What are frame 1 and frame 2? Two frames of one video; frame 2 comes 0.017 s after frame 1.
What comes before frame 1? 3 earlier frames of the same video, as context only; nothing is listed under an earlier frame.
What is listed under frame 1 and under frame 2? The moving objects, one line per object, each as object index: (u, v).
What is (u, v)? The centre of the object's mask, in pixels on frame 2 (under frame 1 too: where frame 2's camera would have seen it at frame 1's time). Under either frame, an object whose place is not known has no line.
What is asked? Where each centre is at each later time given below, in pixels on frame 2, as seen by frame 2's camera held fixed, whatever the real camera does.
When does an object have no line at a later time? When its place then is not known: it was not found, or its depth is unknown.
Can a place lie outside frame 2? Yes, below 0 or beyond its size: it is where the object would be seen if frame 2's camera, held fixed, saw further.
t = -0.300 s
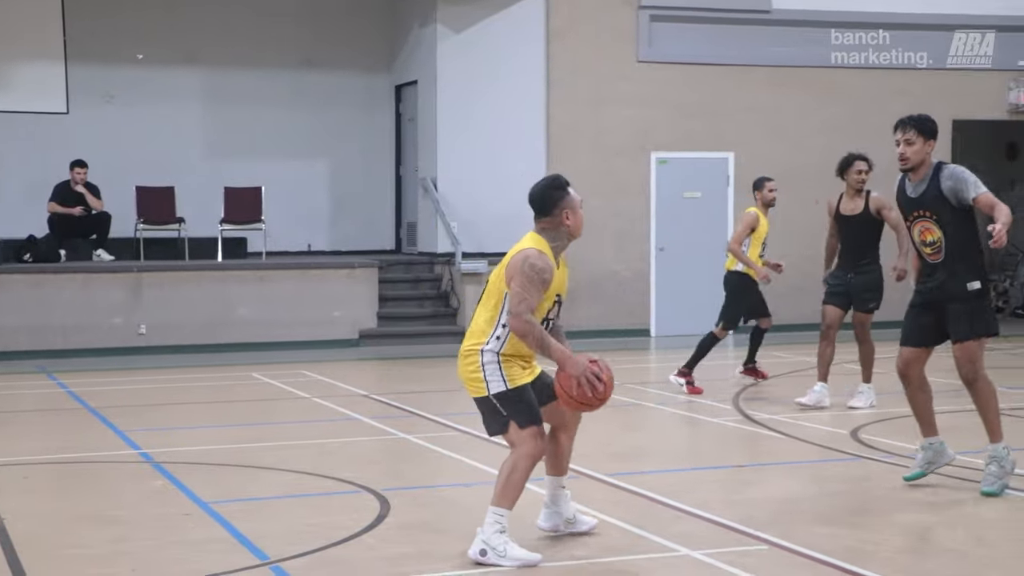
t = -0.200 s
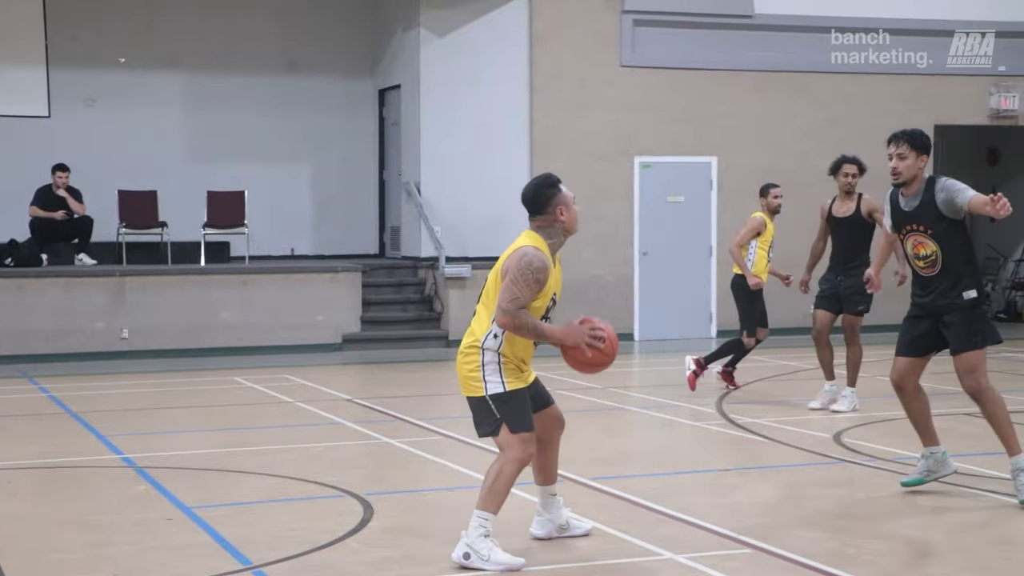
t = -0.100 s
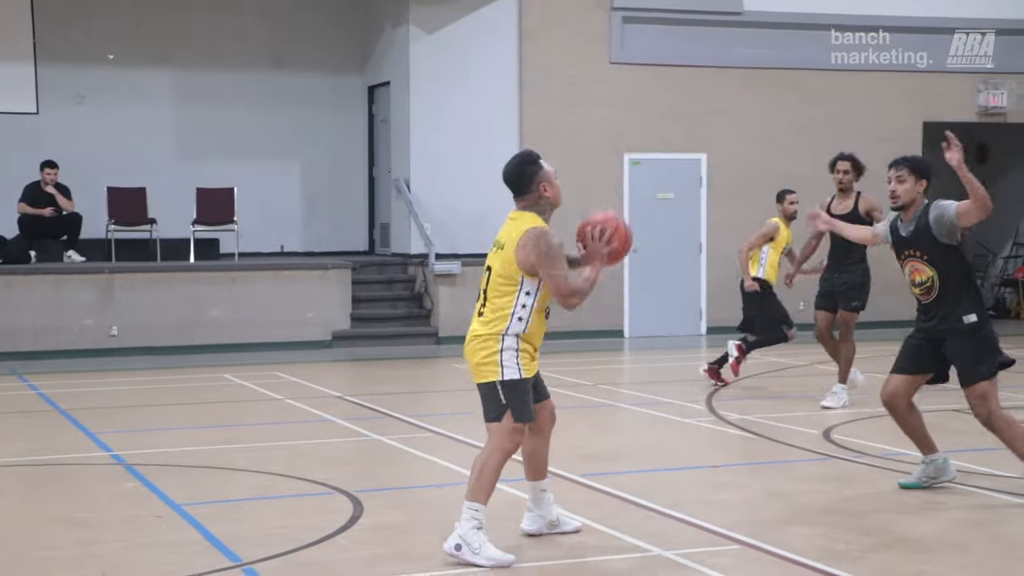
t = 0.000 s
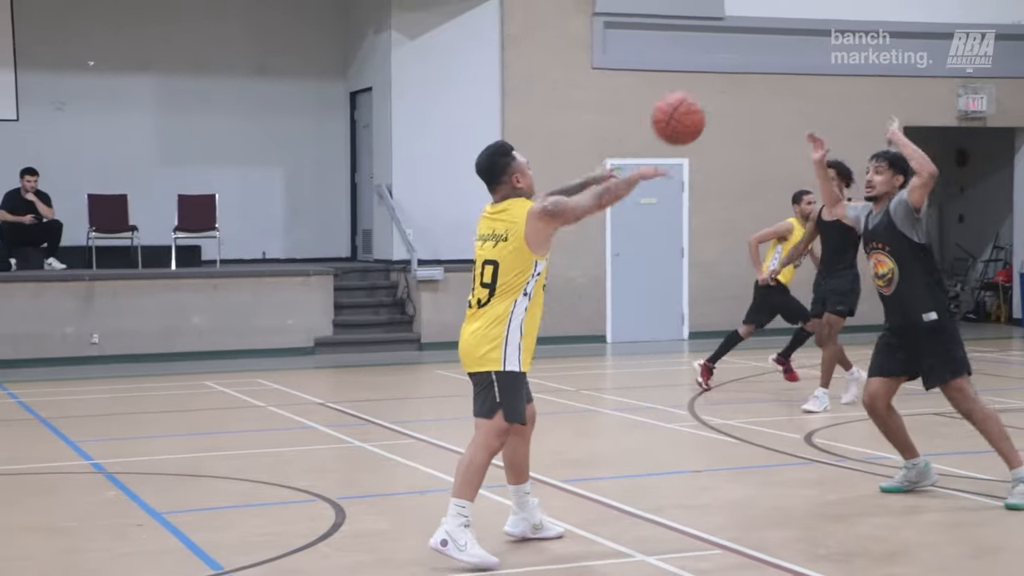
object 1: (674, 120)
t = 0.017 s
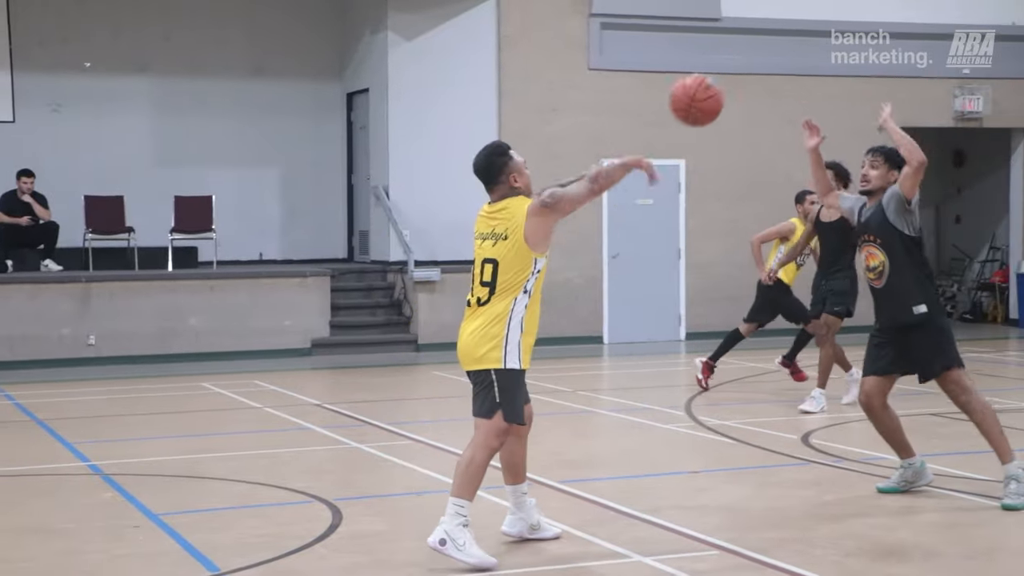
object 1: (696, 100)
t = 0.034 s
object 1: (718, 81)
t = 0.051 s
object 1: (740, 62)
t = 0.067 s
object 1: (761, 44)
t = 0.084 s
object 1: (782, 27)
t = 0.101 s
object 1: (802, 11)
